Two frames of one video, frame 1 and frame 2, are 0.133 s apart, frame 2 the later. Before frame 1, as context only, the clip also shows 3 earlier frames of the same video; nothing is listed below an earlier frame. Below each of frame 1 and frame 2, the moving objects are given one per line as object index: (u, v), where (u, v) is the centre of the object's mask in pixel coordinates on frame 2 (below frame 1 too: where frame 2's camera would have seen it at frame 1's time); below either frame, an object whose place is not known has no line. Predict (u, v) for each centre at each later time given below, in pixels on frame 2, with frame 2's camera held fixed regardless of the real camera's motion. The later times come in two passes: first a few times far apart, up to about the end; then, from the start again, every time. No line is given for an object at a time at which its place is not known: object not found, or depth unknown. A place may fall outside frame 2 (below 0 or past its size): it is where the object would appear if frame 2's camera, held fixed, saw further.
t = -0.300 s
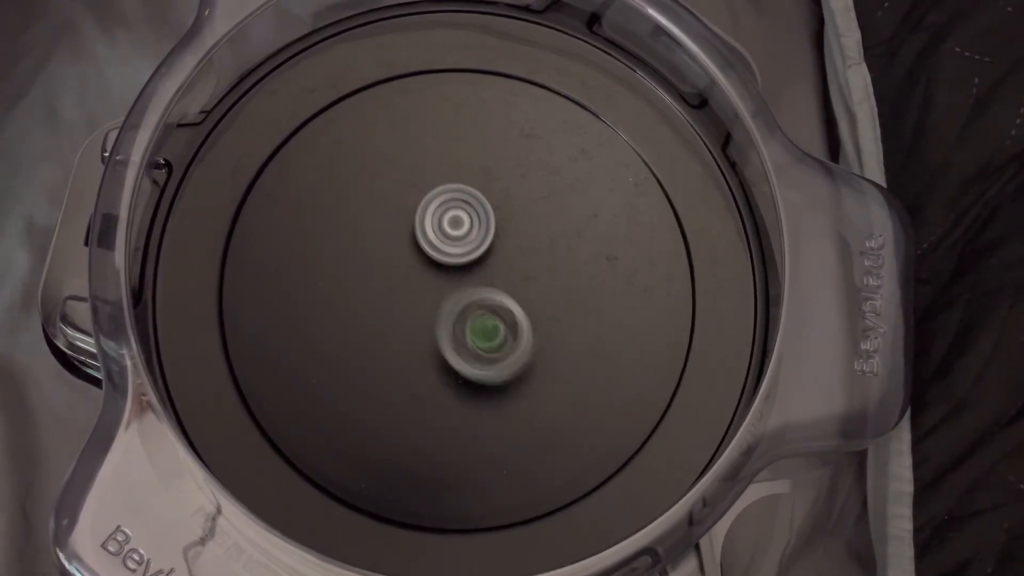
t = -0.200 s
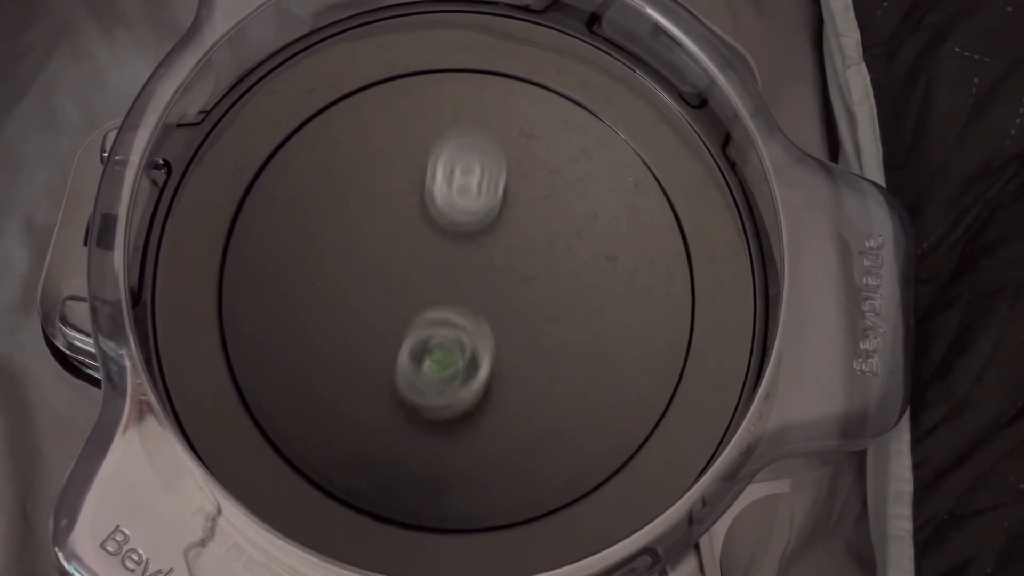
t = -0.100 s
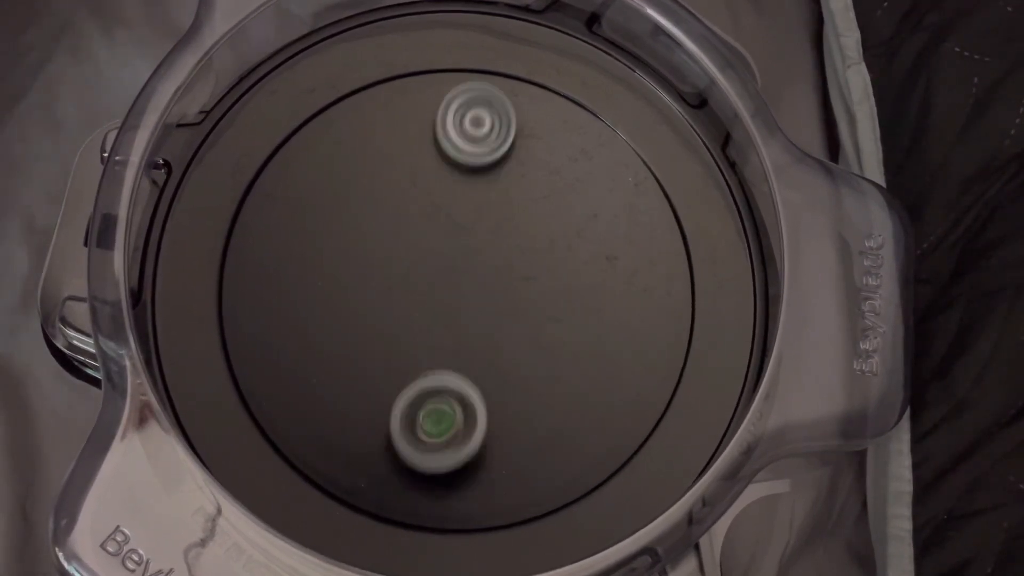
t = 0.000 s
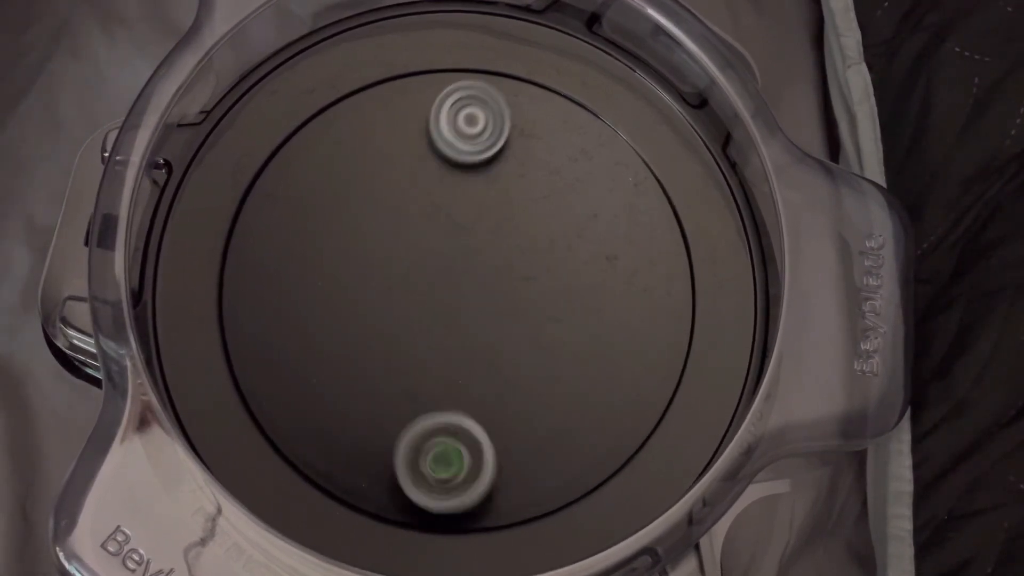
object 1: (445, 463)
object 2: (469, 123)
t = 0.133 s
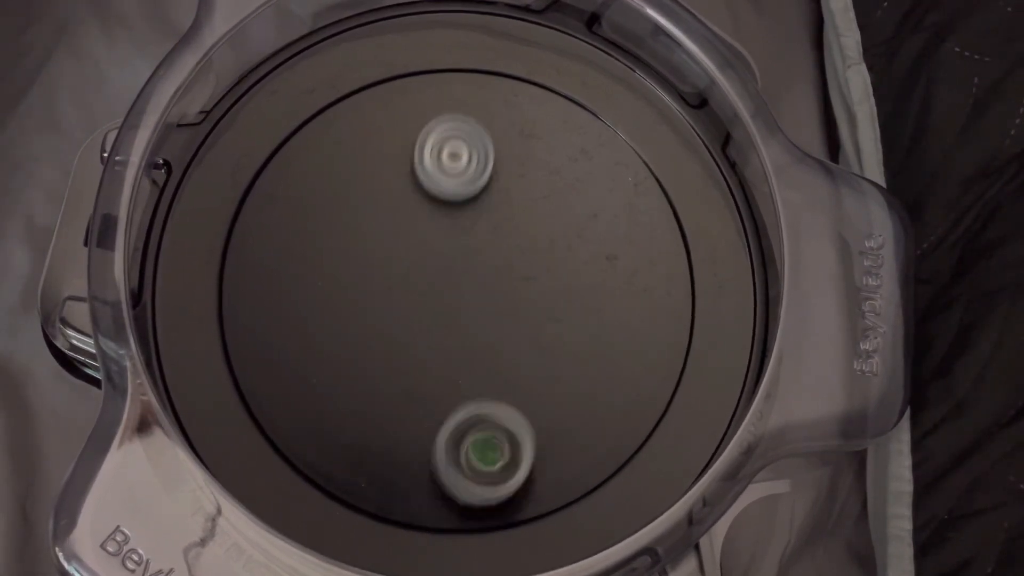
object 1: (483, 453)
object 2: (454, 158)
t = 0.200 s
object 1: (493, 416)
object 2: (454, 182)
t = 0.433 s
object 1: (488, 333)
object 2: (482, 209)
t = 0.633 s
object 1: (483, 293)
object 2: (518, 198)
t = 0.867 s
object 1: (410, 347)
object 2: (564, 179)
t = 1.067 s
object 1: (432, 389)
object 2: (553, 215)
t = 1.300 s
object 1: (480, 307)
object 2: (551, 252)
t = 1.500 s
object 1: (424, 271)
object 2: (571, 262)
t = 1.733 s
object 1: (411, 275)
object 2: (555, 294)
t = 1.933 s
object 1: (460, 269)
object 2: (540, 322)
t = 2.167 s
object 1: (432, 208)
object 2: (556, 361)
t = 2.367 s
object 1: (441, 227)
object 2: (534, 353)
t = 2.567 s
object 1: (500, 255)
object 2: (503, 345)
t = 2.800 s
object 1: (562, 254)
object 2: (452, 350)
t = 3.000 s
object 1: (566, 260)
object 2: (408, 341)
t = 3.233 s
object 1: (529, 300)
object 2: (414, 327)
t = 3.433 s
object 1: (577, 357)
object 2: (366, 278)
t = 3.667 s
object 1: (585, 362)
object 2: (369, 250)
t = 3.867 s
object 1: (556, 340)
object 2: (408, 240)
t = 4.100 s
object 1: (543, 296)
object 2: (443, 228)
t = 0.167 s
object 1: (490, 436)
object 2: (453, 170)
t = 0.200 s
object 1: (493, 416)
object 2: (454, 182)
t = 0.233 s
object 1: (494, 398)
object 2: (456, 196)
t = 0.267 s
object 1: (494, 379)
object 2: (460, 208)
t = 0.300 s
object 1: (493, 360)
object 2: (463, 218)
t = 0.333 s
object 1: (491, 343)
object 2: (467, 227)
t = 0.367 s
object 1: (488, 326)
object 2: (472, 233)
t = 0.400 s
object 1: (487, 324)
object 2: (476, 224)
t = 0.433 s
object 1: (488, 333)
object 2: (482, 209)
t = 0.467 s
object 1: (488, 332)
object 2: (490, 199)
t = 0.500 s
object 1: (489, 327)
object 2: (496, 193)
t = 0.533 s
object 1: (489, 319)
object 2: (503, 192)
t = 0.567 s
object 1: (487, 311)
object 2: (510, 193)
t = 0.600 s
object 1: (486, 302)
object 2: (515, 194)
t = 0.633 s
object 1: (483, 293)
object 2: (518, 198)
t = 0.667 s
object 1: (480, 283)
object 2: (519, 203)
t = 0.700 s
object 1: (467, 286)
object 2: (526, 199)
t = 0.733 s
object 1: (447, 303)
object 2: (542, 185)
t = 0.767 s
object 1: (434, 314)
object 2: (553, 178)
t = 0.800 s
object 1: (425, 324)
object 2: (560, 175)
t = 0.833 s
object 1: (417, 336)
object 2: (563, 176)
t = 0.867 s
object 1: (410, 347)
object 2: (564, 179)
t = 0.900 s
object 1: (405, 358)
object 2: (564, 184)
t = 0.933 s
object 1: (403, 369)
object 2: (562, 189)
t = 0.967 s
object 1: (405, 379)
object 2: (560, 196)
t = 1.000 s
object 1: (411, 387)
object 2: (557, 202)
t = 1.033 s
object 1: (420, 391)
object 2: (555, 209)
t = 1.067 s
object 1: (432, 389)
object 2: (553, 215)
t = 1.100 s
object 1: (444, 383)
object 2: (550, 222)
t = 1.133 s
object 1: (454, 372)
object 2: (549, 227)
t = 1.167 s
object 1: (463, 360)
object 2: (548, 233)
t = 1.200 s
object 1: (469, 347)
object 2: (547, 238)
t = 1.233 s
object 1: (475, 333)
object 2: (547, 244)
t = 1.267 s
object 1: (479, 320)
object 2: (548, 249)
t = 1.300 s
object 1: (480, 307)
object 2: (551, 252)
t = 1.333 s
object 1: (471, 301)
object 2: (560, 251)
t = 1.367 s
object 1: (461, 294)
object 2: (568, 251)
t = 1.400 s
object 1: (452, 286)
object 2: (573, 252)
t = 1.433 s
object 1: (443, 280)
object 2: (573, 255)
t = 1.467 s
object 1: (433, 274)
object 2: (573, 259)
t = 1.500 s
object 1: (424, 271)
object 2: (571, 262)
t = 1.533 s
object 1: (416, 267)
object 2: (569, 266)
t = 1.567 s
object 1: (410, 267)
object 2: (566, 271)
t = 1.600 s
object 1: (406, 268)
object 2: (564, 275)
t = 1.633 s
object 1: (404, 270)
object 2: (562, 280)
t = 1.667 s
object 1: (404, 272)
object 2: (560, 284)
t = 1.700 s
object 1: (407, 274)
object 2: (557, 289)
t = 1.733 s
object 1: (411, 275)
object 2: (555, 294)
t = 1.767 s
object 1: (417, 276)
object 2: (552, 298)
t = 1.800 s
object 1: (425, 277)
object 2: (549, 303)
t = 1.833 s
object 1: (432, 277)
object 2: (546, 307)
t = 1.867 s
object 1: (443, 277)
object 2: (543, 311)
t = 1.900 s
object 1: (454, 275)
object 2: (540, 315)
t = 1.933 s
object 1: (460, 269)
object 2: (540, 322)
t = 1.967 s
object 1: (457, 256)
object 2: (549, 335)
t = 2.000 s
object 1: (453, 245)
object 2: (554, 347)
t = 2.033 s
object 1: (449, 235)
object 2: (557, 354)
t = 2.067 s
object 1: (444, 227)
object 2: (559, 358)
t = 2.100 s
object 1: (440, 218)
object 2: (559, 360)
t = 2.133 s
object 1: (436, 213)
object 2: (558, 361)
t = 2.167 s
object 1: (432, 208)
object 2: (556, 361)
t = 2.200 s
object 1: (429, 207)
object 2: (553, 360)
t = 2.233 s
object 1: (428, 207)
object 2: (550, 359)
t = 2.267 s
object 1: (428, 210)
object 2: (546, 358)
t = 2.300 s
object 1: (430, 214)
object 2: (543, 356)
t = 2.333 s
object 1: (435, 219)
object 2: (538, 355)
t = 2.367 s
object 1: (441, 227)
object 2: (534, 353)
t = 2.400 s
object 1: (449, 233)
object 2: (529, 352)
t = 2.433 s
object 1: (459, 238)
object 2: (524, 350)
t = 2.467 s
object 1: (470, 243)
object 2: (519, 349)
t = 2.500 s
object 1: (479, 247)
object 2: (514, 348)
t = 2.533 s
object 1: (489, 251)
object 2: (508, 346)
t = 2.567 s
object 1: (500, 255)
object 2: (503, 345)
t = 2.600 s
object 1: (509, 257)
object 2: (498, 345)
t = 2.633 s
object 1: (521, 258)
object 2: (491, 346)
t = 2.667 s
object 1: (531, 257)
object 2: (484, 349)
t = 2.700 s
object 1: (541, 257)
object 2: (477, 350)
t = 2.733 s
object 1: (549, 256)
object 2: (469, 351)
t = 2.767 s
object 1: (556, 255)
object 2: (460, 351)
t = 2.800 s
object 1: (562, 254)
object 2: (452, 350)
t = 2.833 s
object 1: (565, 253)
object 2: (444, 348)
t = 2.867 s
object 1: (568, 253)
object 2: (435, 347)
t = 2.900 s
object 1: (570, 254)
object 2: (428, 345)
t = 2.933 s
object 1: (569, 255)
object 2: (420, 343)
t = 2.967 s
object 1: (568, 257)
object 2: (414, 342)
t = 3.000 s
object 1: (566, 260)
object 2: (408, 341)
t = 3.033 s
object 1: (562, 262)
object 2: (404, 340)
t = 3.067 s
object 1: (557, 266)
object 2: (401, 340)
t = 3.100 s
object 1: (551, 272)
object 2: (401, 339)
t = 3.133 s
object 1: (545, 278)
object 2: (404, 337)
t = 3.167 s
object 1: (539, 285)
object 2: (406, 334)
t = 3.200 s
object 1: (533, 293)
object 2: (410, 331)
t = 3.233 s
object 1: (529, 300)
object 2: (414, 327)
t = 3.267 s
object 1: (523, 307)
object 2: (417, 323)
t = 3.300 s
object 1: (518, 314)
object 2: (420, 319)
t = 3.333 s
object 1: (514, 321)
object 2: (423, 315)
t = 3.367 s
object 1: (534, 334)
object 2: (405, 303)
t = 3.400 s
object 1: (561, 348)
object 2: (383, 291)
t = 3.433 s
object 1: (577, 357)
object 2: (366, 278)
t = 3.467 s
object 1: (584, 363)
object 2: (356, 268)
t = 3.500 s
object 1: (584, 366)
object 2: (353, 261)
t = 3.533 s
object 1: (583, 365)
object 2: (353, 257)
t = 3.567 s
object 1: (585, 361)
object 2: (355, 254)
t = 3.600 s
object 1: (589, 359)
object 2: (359, 252)
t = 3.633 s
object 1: (590, 360)
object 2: (363, 251)
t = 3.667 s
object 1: (585, 362)
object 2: (369, 250)
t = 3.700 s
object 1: (577, 362)
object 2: (375, 248)
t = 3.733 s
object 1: (567, 358)
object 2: (381, 247)
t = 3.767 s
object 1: (560, 353)
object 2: (388, 245)
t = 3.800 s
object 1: (558, 347)
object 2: (394, 243)
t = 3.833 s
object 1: (557, 343)
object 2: (401, 242)
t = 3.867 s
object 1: (556, 340)
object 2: (408, 240)
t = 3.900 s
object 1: (552, 335)
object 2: (413, 238)
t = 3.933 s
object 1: (549, 329)
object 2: (419, 236)
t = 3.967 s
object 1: (544, 322)
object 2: (424, 234)
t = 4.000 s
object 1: (541, 314)
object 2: (428, 233)
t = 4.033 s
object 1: (542, 308)
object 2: (433, 231)
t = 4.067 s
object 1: (544, 303)
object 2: (438, 229)
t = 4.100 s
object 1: (543, 296)
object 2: (443, 228)
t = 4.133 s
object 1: (541, 288)
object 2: (448, 226)
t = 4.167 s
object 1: (542, 284)
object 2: (452, 224)
